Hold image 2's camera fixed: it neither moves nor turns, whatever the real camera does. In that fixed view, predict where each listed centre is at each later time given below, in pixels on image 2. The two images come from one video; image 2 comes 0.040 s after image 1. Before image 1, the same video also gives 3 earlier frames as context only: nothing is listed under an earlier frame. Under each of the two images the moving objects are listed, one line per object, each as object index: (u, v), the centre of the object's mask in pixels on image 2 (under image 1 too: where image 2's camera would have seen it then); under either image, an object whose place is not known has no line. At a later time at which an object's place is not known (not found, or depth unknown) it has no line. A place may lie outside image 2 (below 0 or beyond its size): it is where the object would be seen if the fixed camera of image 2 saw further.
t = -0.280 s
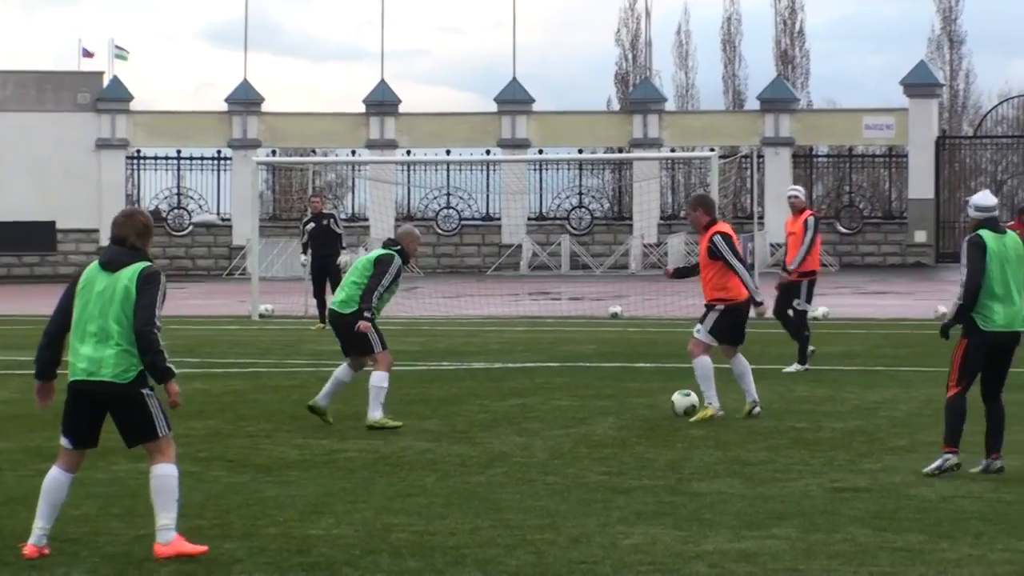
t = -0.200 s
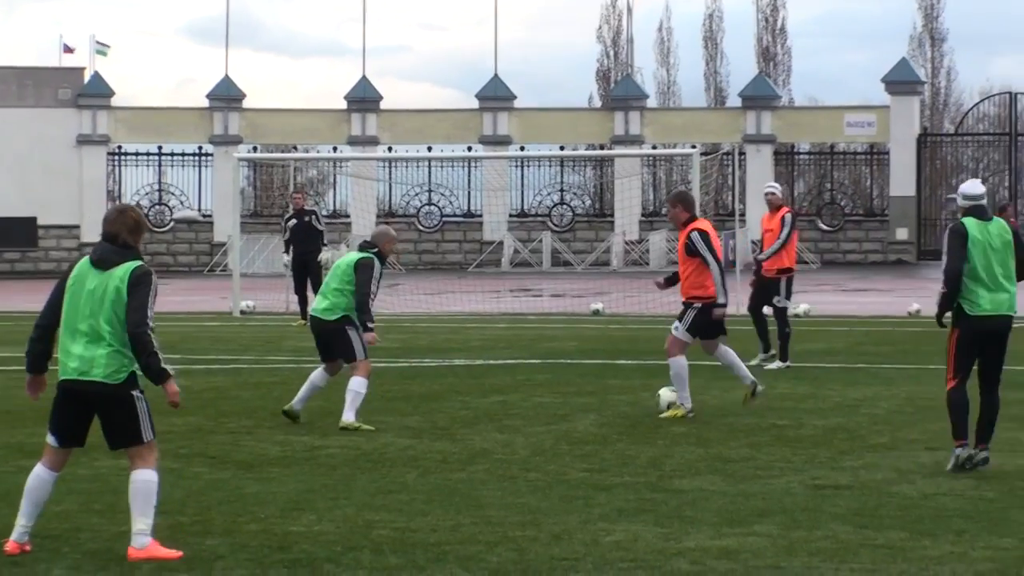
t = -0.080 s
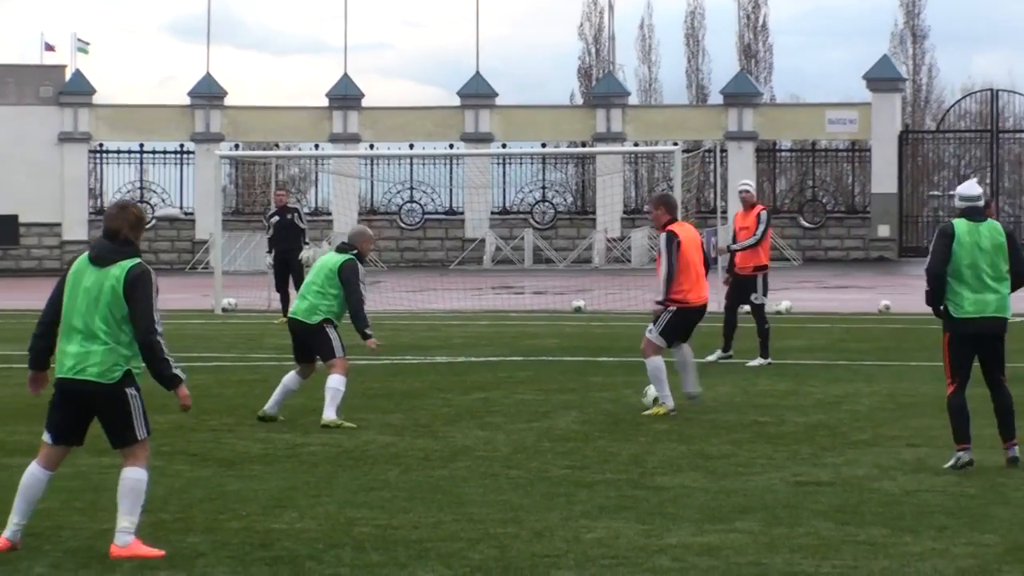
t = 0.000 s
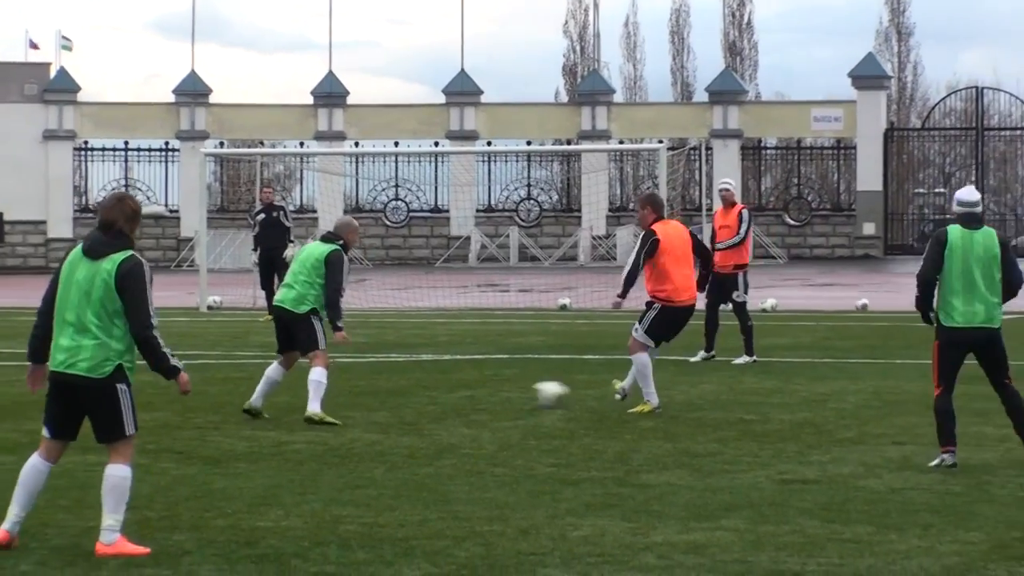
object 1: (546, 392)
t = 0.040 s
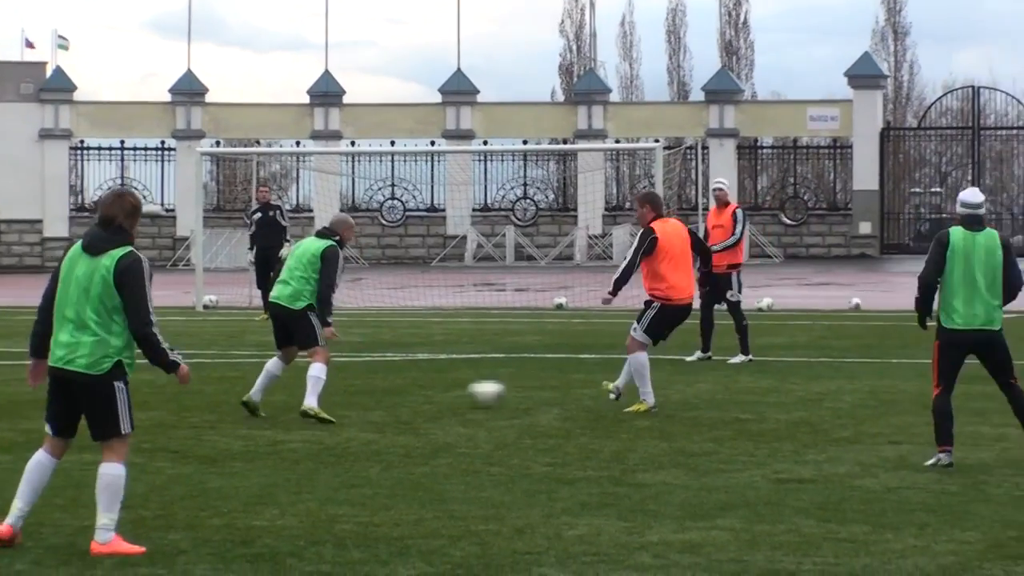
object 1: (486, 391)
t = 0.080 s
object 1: (426, 392)
